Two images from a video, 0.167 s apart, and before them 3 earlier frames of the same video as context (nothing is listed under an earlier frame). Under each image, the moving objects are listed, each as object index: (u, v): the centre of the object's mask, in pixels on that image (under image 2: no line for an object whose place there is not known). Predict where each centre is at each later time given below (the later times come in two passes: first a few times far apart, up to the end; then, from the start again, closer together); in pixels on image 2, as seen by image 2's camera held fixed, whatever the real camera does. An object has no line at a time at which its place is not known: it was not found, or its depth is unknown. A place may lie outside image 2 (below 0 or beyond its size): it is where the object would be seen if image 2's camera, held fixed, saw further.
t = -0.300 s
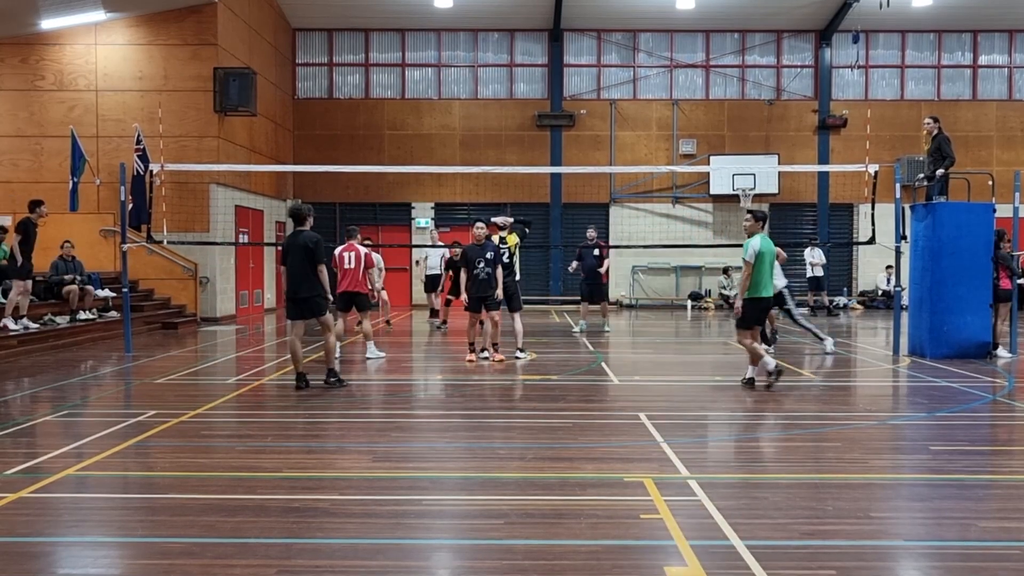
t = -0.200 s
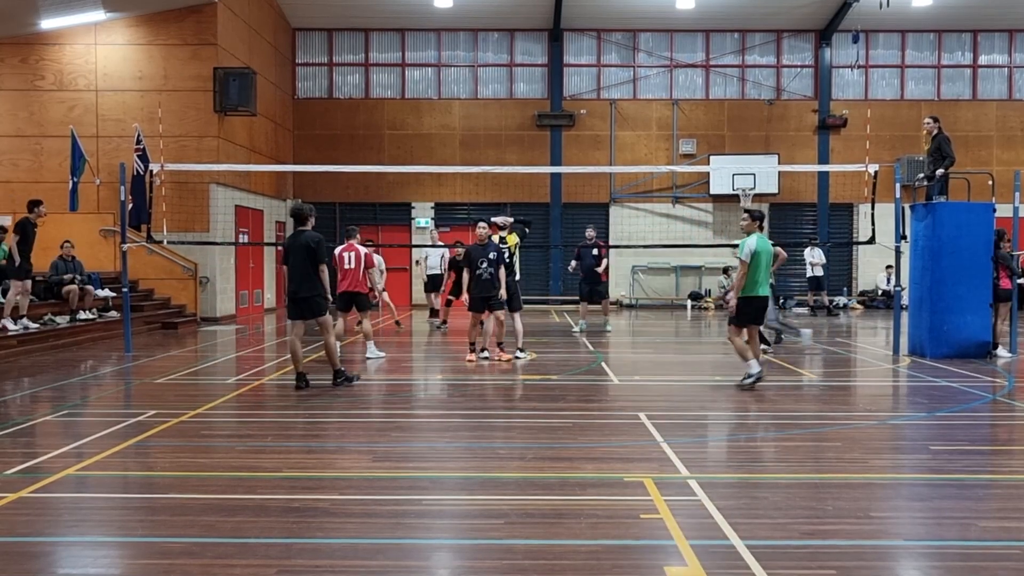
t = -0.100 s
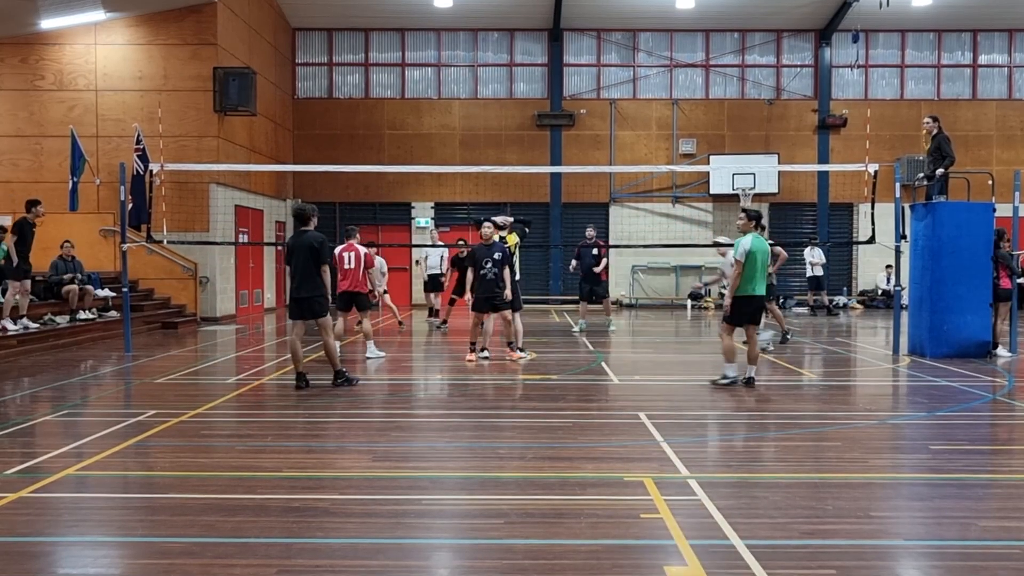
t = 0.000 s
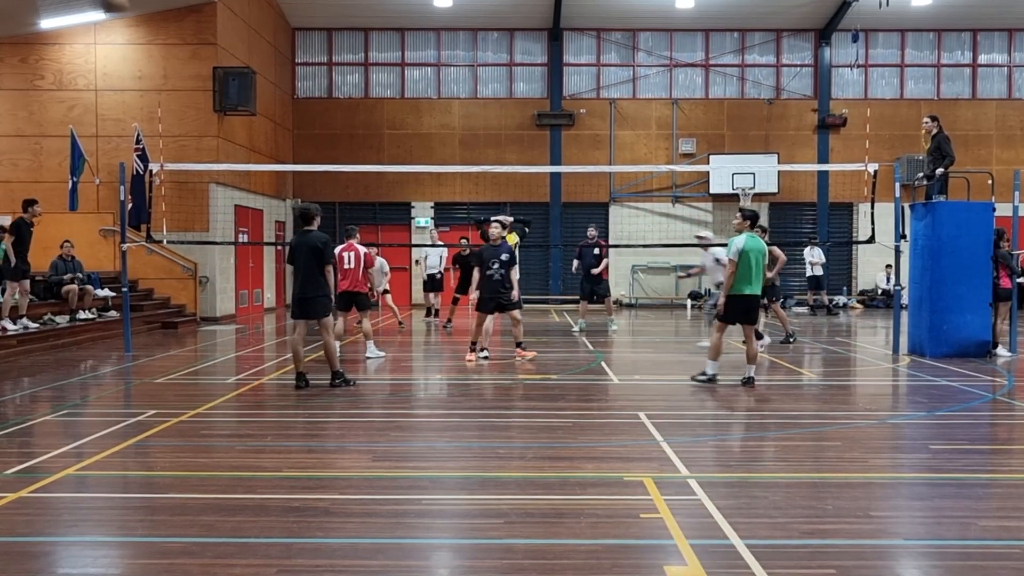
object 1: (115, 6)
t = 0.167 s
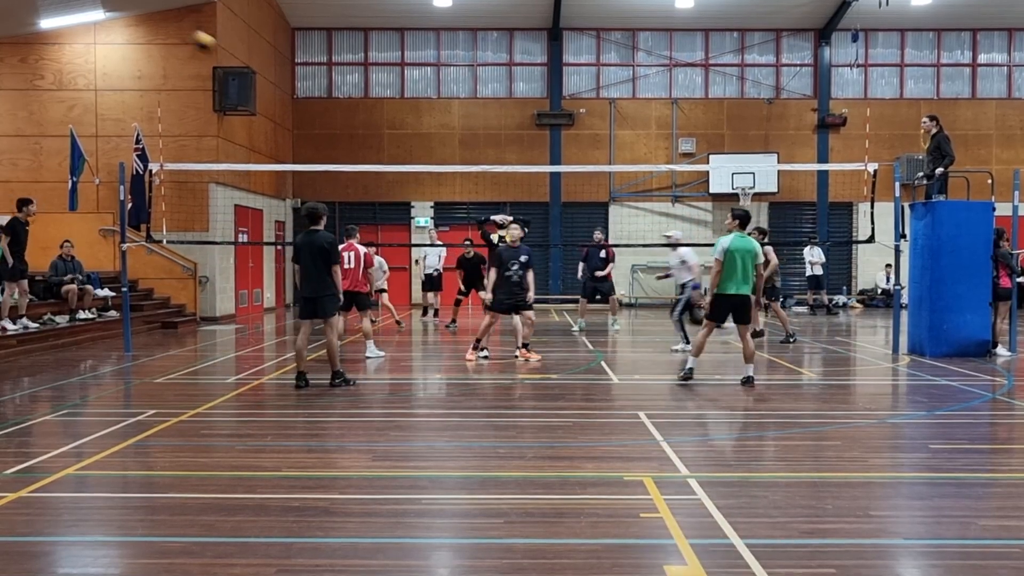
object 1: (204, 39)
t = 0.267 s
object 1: (241, 64)
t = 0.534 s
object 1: (309, 138)
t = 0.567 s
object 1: (316, 148)
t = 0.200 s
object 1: (218, 48)
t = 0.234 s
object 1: (230, 56)
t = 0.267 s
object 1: (241, 64)
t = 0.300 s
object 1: (250, 72)
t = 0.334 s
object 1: (259, 81)
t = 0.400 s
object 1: (277, 99)
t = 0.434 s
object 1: (285, 109)
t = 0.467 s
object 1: (294, 118)
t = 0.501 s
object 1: (301, 128)
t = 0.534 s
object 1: (309, 138)
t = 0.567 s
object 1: (316, 148)
